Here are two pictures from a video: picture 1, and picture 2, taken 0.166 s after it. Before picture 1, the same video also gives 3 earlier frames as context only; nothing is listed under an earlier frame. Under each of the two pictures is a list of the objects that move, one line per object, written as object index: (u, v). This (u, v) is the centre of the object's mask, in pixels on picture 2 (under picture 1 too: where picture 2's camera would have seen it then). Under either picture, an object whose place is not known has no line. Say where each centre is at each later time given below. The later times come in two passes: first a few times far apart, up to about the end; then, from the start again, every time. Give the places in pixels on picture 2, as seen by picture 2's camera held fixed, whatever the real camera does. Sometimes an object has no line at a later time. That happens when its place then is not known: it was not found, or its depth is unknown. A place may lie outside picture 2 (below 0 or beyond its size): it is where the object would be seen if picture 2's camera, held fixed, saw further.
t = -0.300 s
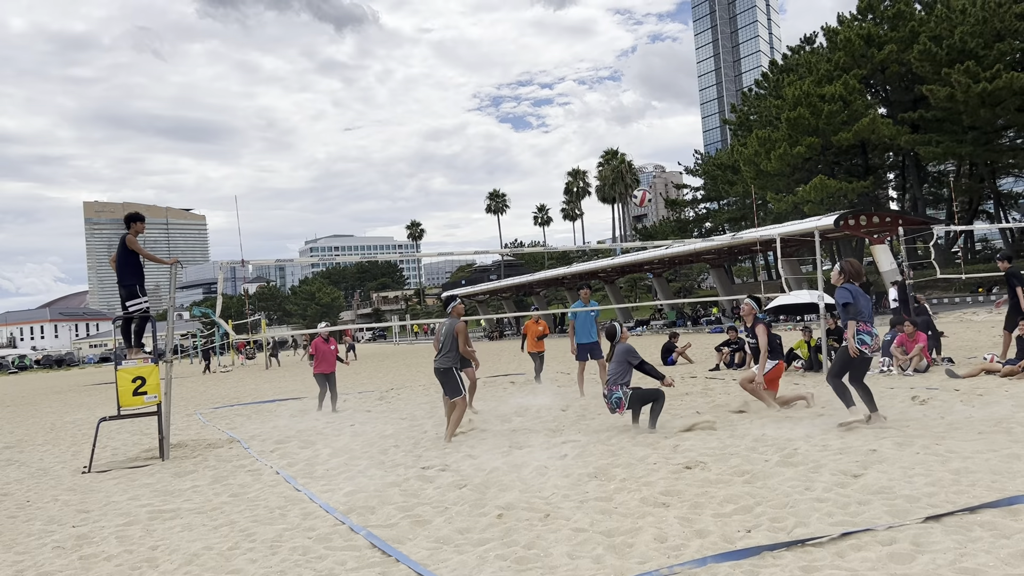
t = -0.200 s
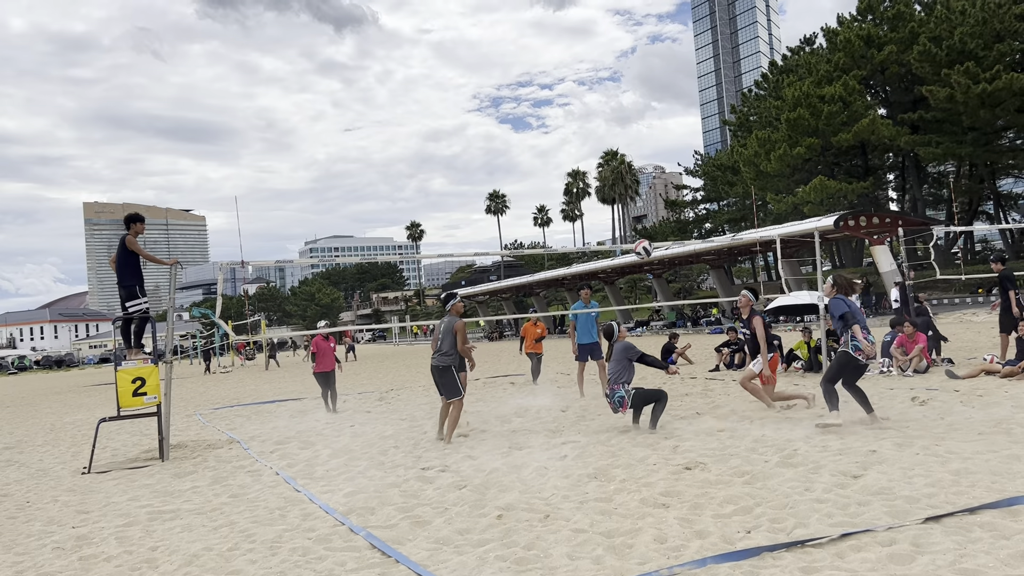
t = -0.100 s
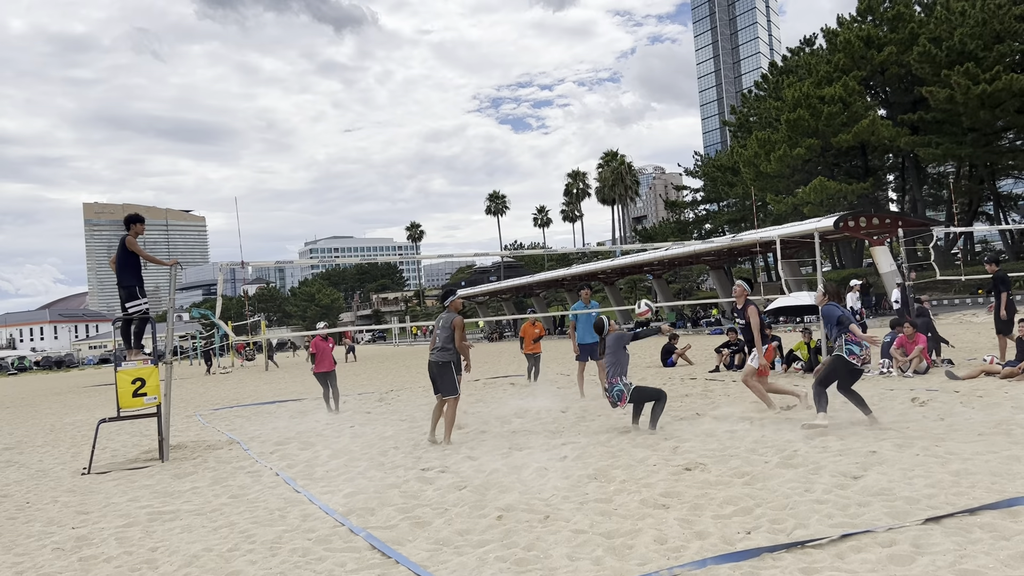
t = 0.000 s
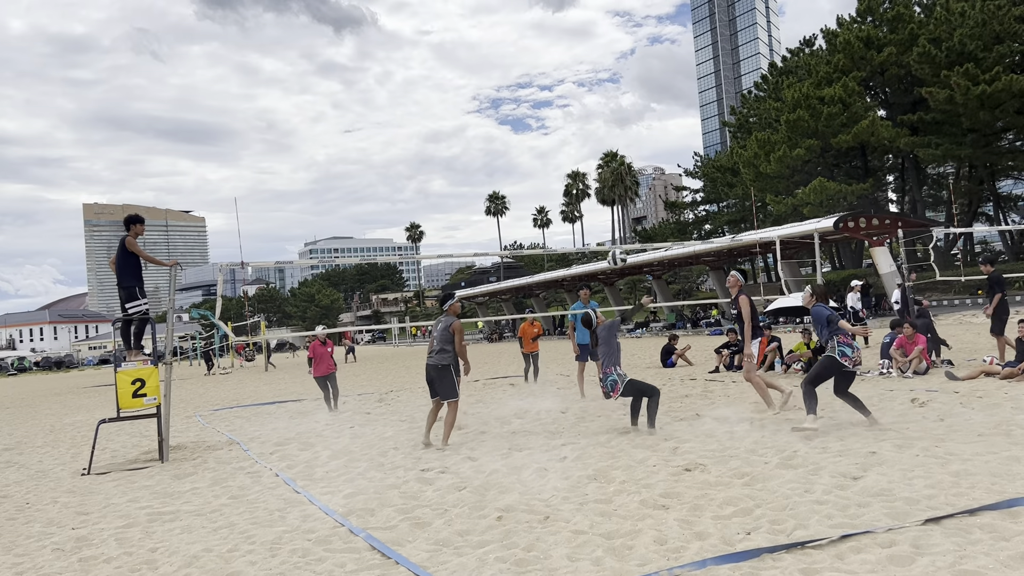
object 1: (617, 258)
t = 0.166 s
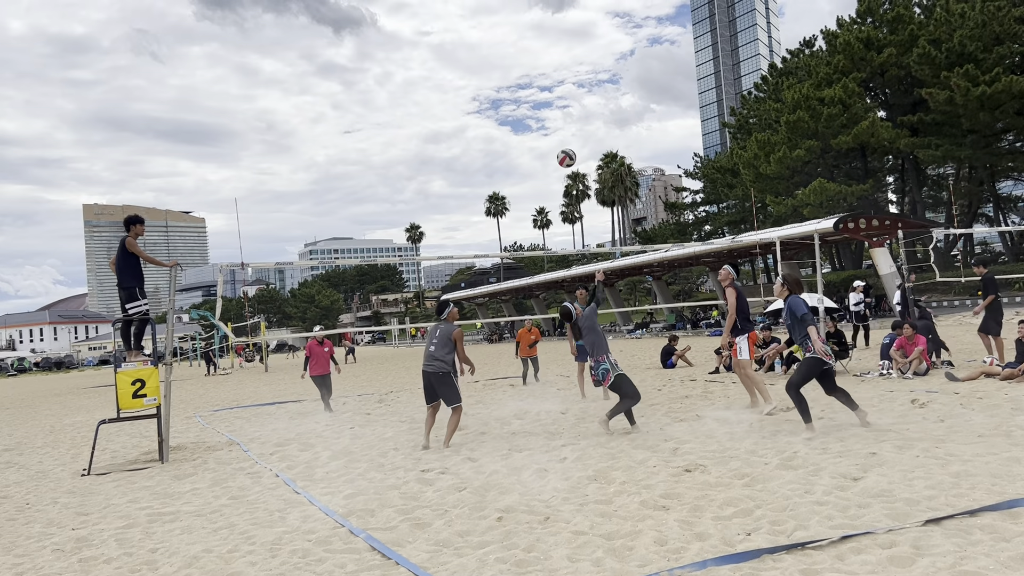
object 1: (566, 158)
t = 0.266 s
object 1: (539, 110)
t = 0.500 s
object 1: (482, 31)
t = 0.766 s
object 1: (427, 3)
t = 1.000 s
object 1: (384, 21)
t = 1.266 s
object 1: (344, 100)
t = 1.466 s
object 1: (320, 194)
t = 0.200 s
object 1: (557, 141)
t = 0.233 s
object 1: (548, 125)
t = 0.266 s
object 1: (539, 110)
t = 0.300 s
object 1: (531, 96)
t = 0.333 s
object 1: (522, 82)
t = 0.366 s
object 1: (514, 70)
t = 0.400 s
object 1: (506, 58)
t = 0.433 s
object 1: (498, 48)
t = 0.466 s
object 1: (490, 39)
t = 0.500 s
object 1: (482, 31)
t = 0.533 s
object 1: (475, 23)
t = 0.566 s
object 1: (467, 17)
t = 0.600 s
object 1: (460, 12)
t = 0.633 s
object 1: (453, 8)
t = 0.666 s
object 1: (447, 6)
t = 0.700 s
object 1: (440, 4)
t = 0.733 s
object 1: (433, 4)
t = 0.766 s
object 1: (427, 3)
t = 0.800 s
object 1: (421, 3)
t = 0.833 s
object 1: (414, 4)
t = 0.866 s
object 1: (408, 5)
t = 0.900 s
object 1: (402, 7)
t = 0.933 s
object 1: (396, 10)
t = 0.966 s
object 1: (390, 15)
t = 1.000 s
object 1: (384, 21)
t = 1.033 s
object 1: (379, 28)
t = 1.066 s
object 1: (374, 35)
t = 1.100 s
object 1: (368, 44)
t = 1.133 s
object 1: (363, 53)
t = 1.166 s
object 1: (358, 64)
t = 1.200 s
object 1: (354, 75)
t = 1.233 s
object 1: (349, 87)
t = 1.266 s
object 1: (344, 100)
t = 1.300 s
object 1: (340, 113)
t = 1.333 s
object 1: (336, 128)
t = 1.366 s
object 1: (332, 143)
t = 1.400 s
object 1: (327, 159)
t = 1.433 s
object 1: (323, 176)
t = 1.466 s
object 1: (320, 194)
